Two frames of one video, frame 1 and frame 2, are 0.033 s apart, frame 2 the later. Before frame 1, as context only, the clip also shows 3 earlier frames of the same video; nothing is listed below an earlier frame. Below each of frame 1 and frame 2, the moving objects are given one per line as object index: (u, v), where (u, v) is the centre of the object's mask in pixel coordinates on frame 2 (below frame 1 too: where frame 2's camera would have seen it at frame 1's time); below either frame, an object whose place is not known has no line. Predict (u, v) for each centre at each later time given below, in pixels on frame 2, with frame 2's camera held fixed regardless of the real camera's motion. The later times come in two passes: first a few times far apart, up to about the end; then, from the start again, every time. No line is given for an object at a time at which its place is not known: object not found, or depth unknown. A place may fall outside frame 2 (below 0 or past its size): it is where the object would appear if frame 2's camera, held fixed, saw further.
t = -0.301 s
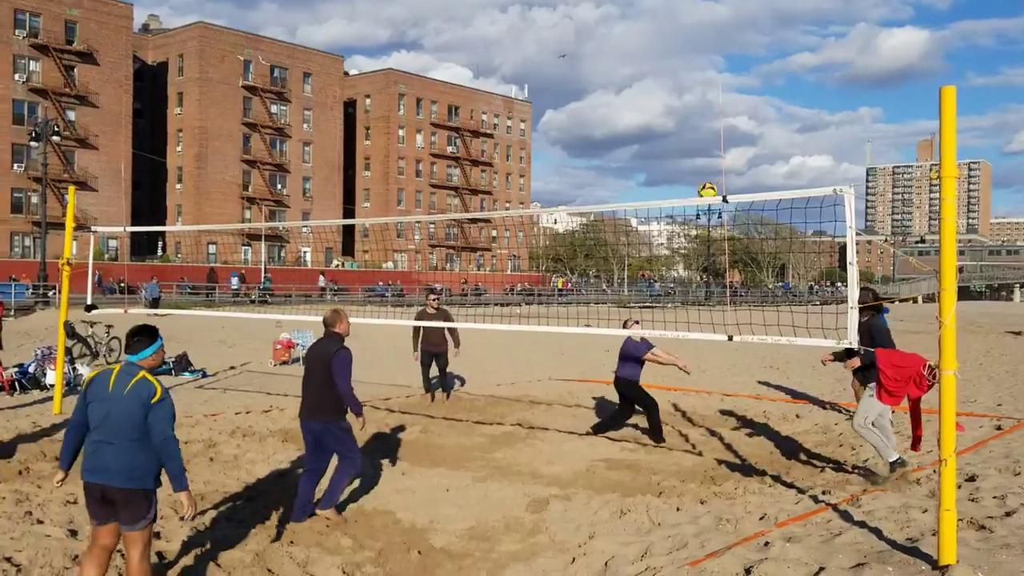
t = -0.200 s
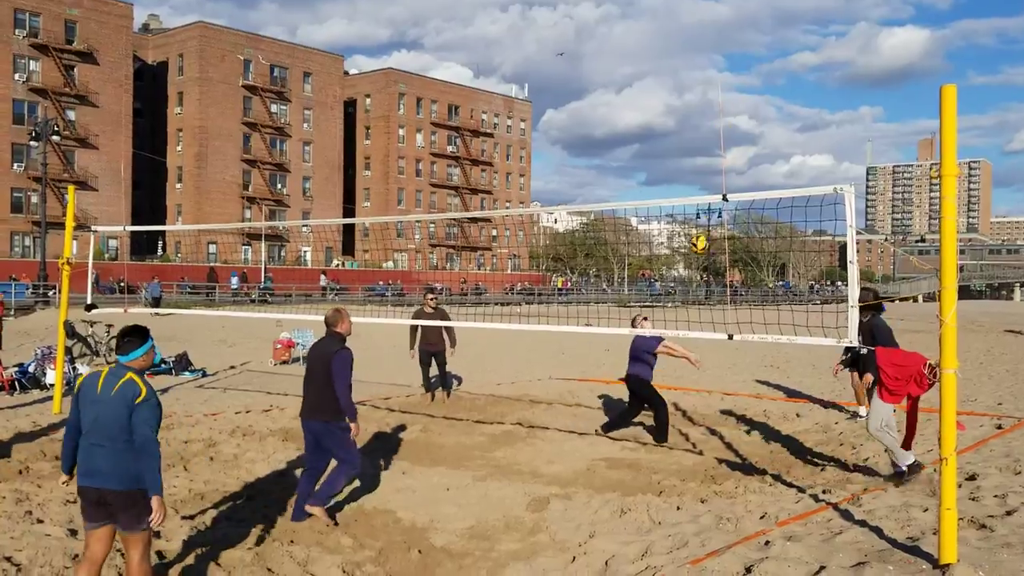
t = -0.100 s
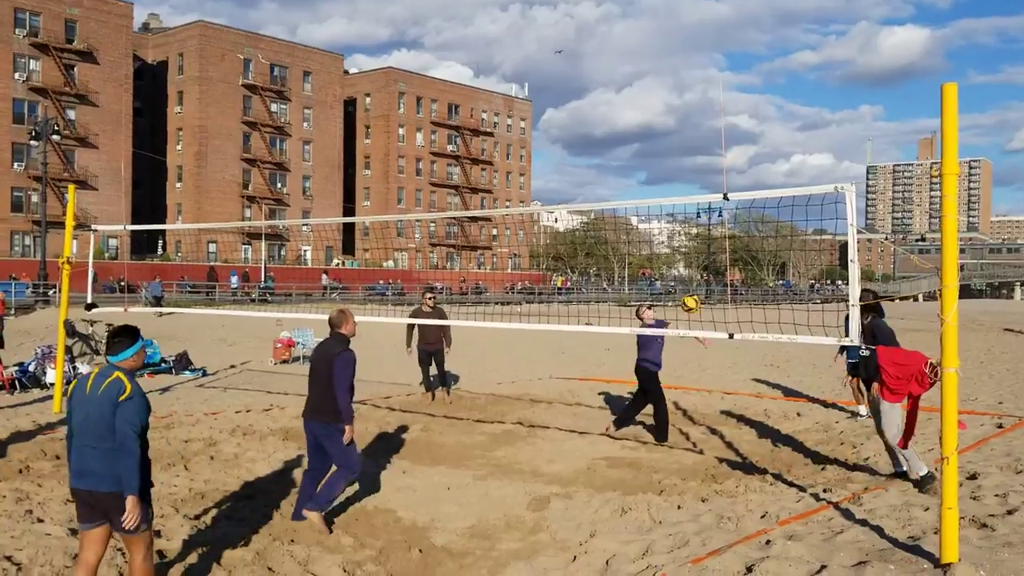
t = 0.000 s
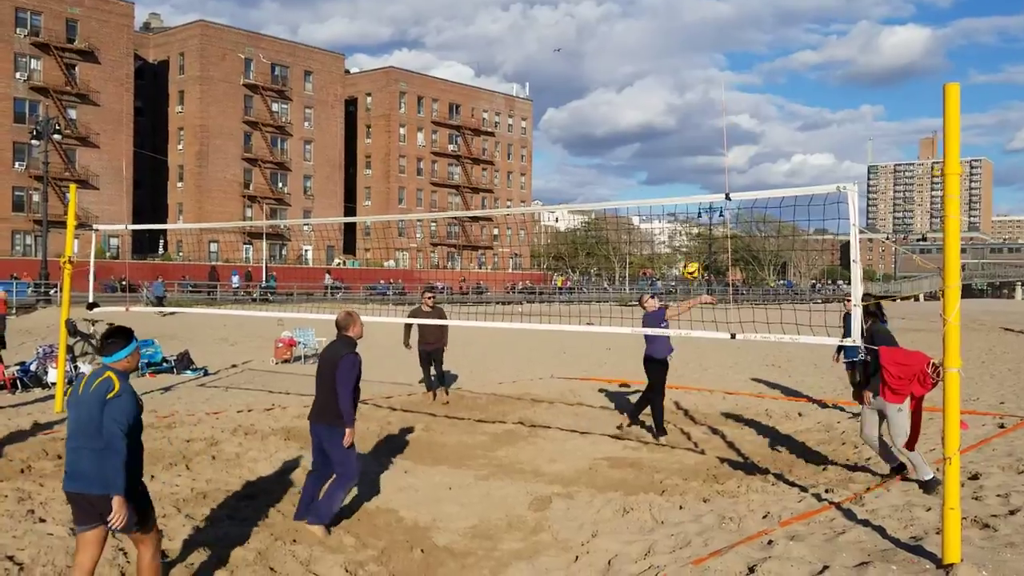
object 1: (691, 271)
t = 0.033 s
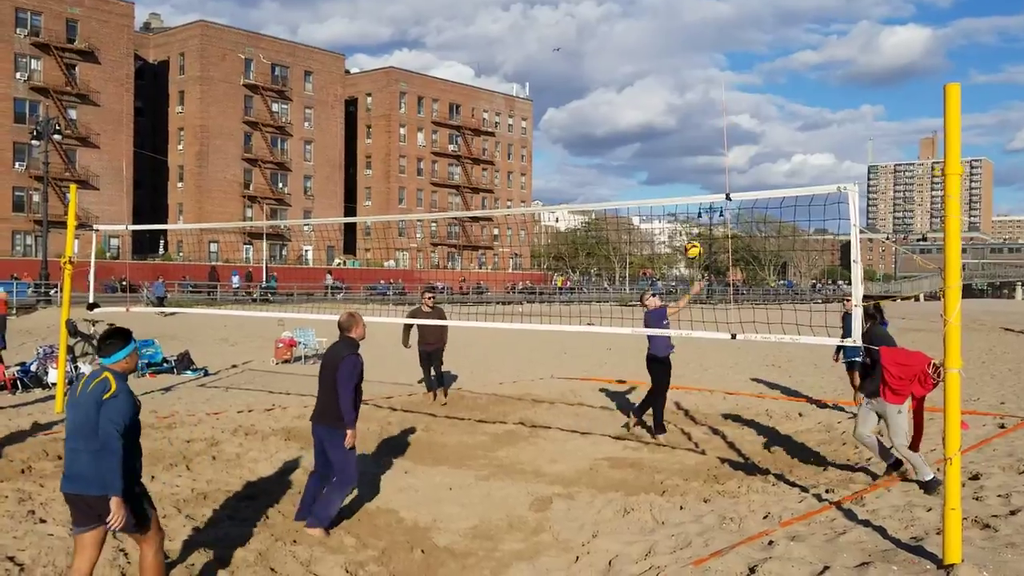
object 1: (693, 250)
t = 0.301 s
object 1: (697, 119)
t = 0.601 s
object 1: (701, 40)
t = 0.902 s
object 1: (707, 57)
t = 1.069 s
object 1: (714, 116)
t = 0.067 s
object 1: (694, 231)
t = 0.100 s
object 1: (694, 213)
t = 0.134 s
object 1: (694, 191)
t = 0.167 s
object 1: (695, 178)
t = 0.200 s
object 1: (696, 162)
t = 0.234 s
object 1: (696, 147)
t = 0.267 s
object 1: (697, 132)
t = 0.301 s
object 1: (697, 119)
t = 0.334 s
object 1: (697, 106)
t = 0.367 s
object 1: (698, 94)
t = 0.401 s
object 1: (698, 83)
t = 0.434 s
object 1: (699, 74)
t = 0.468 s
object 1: (698, 65)
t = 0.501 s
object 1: (699, 57)
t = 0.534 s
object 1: (700, 50)
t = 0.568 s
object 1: (700, 45)
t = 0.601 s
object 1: (701, 40)
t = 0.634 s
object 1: (701, 37)
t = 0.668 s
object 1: (702, 35)
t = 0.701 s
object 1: (703, 34)
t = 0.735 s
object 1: (704, 35)
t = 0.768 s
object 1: (705, 37)
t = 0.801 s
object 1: (705, 40)
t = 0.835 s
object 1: (707, 45)
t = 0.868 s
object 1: (707, 50)
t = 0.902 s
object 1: (707, 57)
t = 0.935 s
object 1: (708, 66)
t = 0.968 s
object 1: (709, 76)
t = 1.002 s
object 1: (711, 88)
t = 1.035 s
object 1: (712, 101)
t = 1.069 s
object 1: (714, 116)
